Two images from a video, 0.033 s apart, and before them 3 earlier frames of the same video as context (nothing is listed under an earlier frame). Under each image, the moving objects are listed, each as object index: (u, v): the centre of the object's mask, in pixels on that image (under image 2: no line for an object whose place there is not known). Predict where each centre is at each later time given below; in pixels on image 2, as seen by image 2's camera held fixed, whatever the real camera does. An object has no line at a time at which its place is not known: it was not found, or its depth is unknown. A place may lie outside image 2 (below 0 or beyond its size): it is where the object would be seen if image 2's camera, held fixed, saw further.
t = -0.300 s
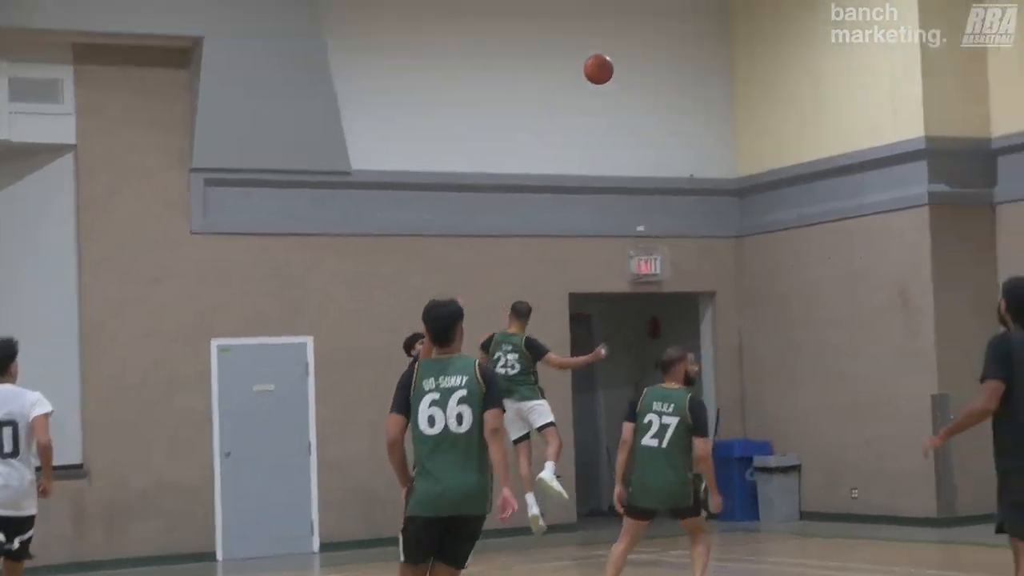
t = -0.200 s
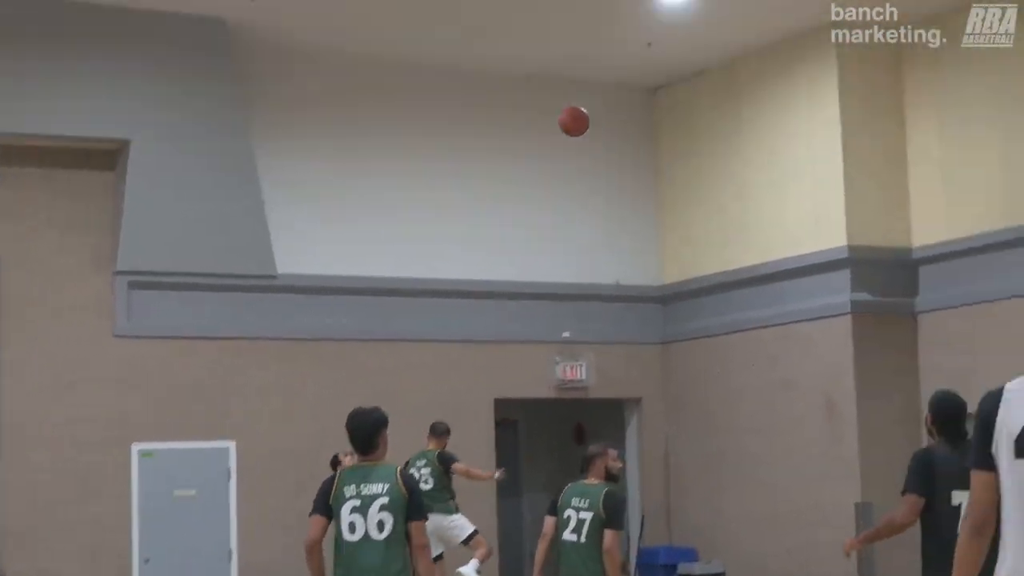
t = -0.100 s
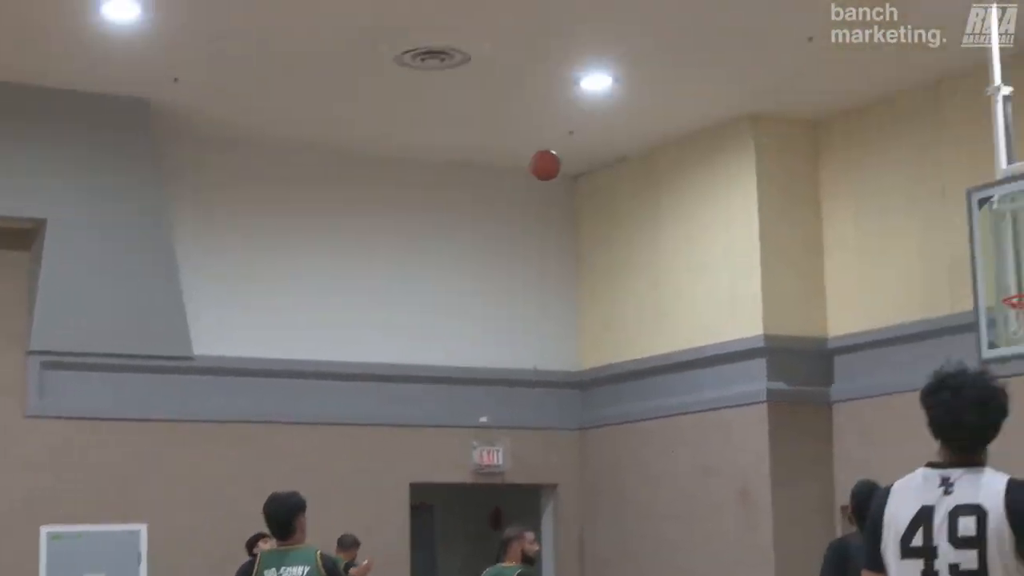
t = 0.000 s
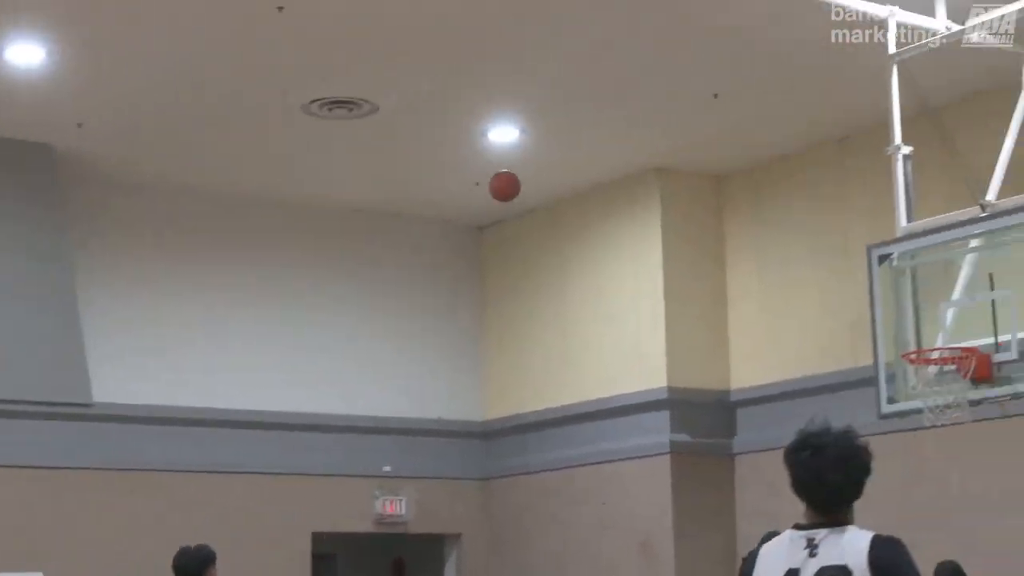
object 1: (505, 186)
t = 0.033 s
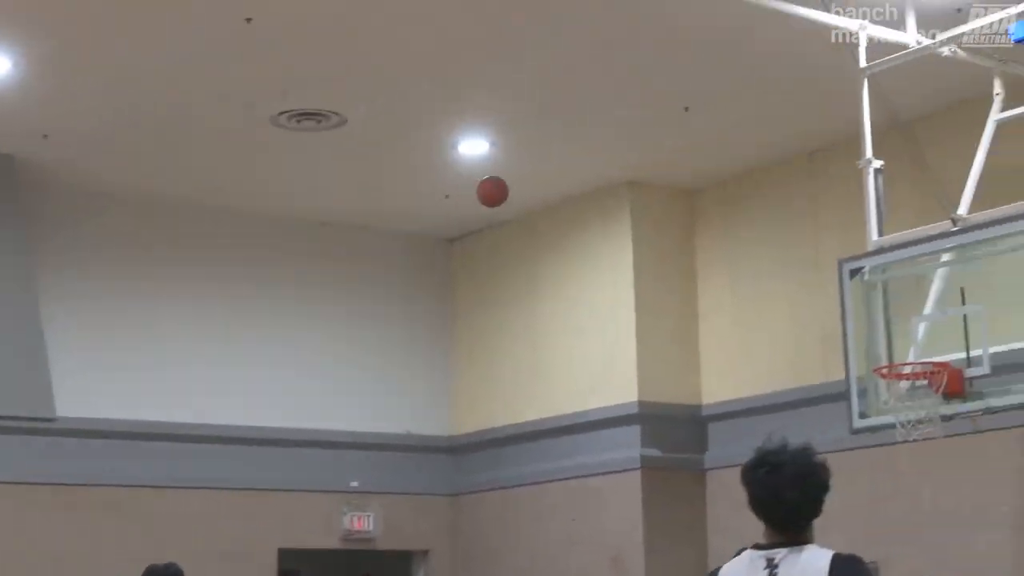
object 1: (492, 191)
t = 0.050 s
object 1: (501, 188)
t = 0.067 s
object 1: (510, 184)
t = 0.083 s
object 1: (519, 181)
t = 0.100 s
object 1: (528, 178)
